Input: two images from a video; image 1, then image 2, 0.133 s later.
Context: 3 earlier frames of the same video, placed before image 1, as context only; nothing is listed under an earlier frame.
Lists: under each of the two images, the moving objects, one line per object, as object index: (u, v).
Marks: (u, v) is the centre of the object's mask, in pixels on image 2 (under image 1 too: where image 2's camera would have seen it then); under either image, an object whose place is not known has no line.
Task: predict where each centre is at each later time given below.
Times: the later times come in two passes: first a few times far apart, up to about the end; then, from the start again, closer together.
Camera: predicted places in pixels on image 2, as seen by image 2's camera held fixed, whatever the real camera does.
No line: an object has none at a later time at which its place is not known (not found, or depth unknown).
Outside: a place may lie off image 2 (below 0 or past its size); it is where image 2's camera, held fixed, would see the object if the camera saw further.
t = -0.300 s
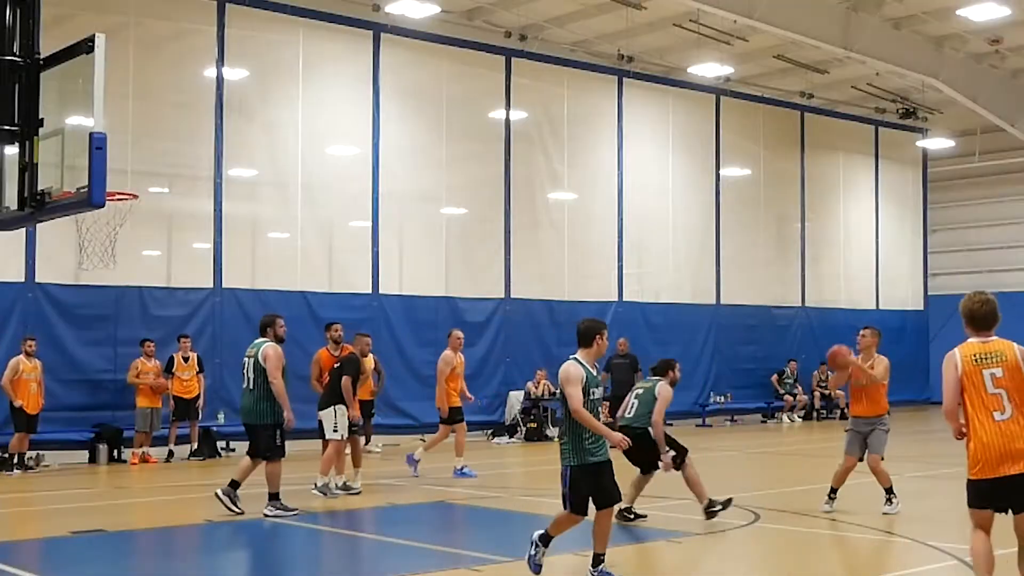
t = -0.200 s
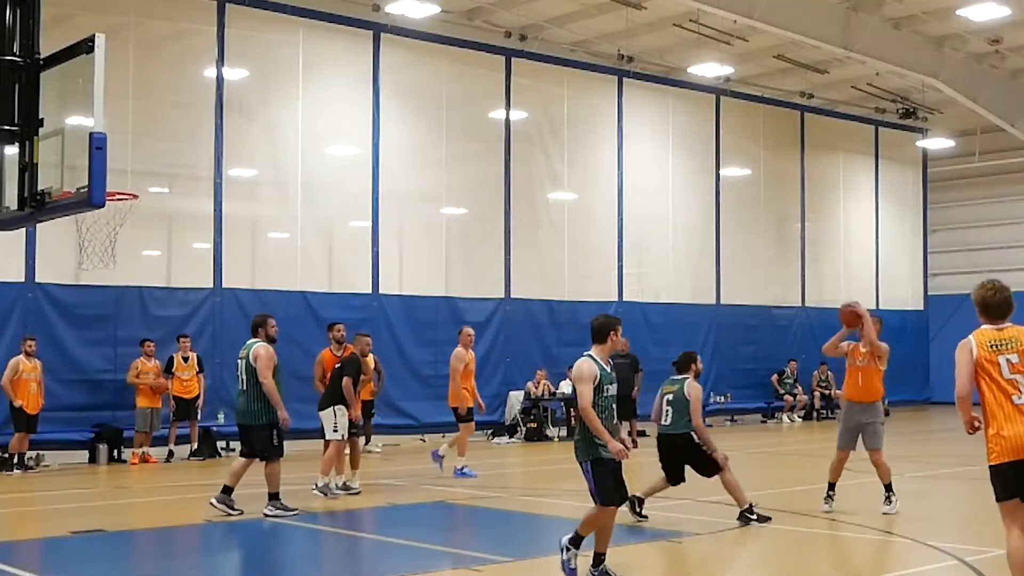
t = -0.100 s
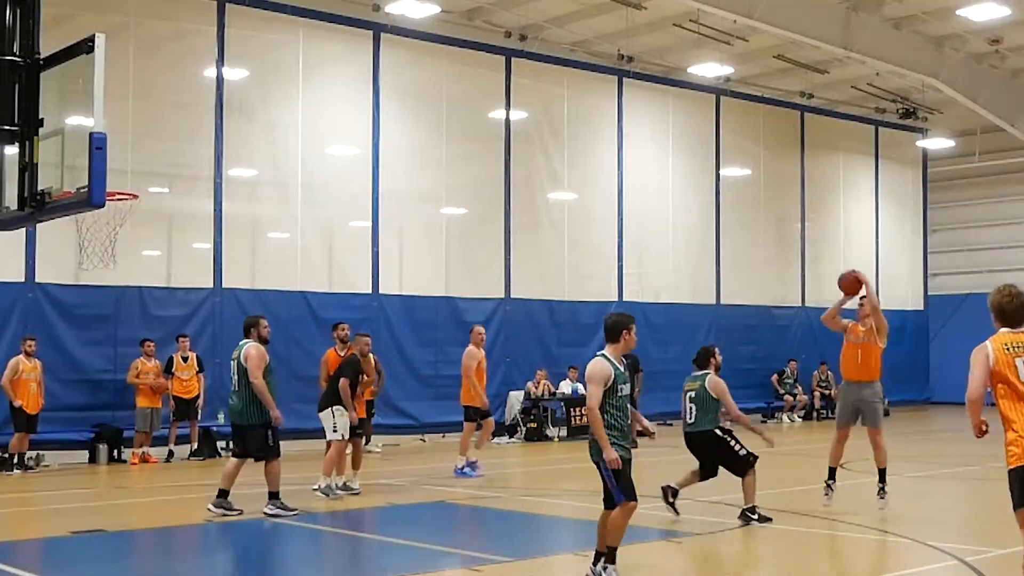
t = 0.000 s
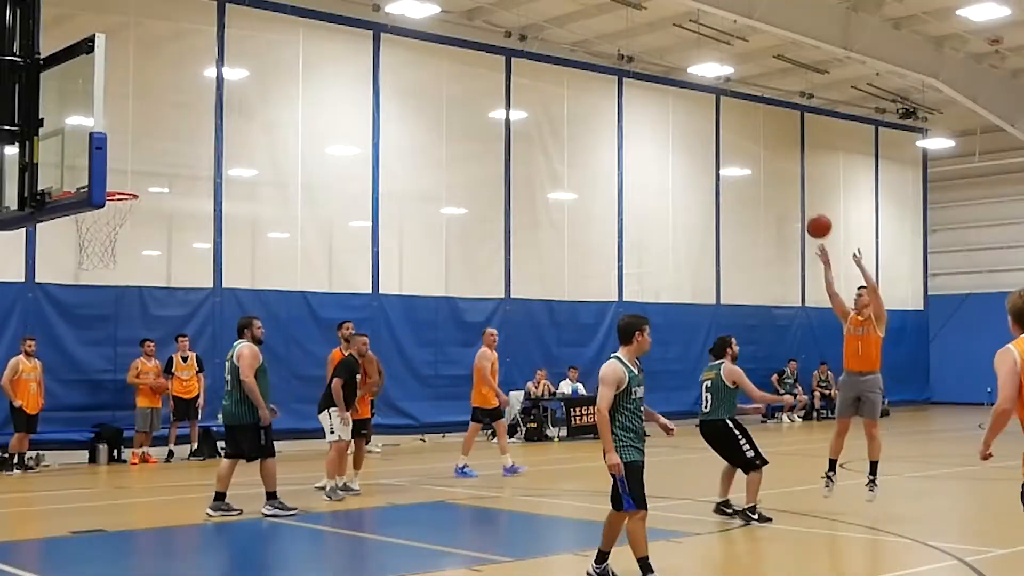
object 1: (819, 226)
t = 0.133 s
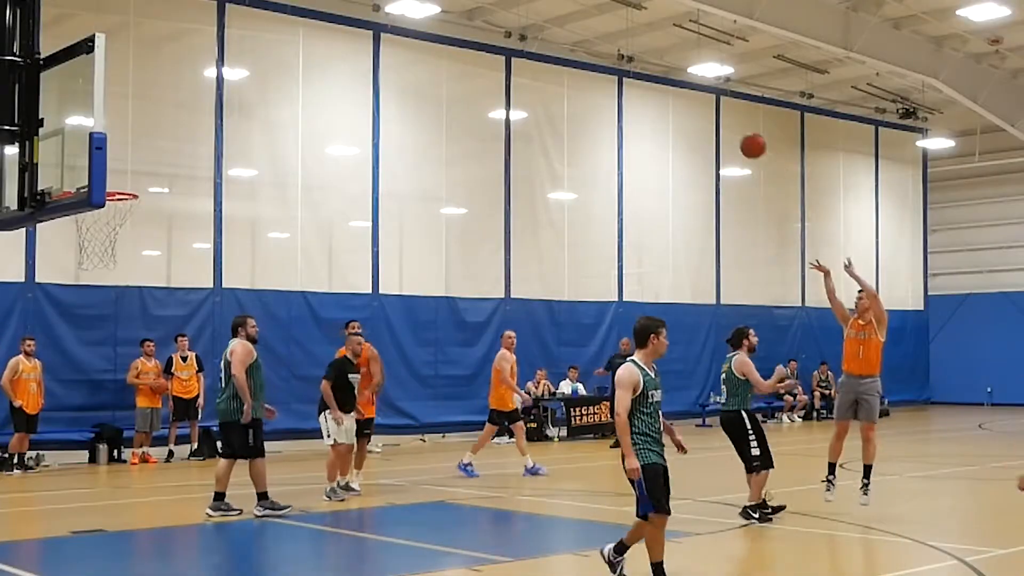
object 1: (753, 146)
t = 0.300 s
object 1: (667, 67)
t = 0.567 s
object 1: (521, 6)
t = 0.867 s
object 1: (340, 21)
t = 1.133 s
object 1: (162, 140)
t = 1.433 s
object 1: (20, 294)
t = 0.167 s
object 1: (736, 128)
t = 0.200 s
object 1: (719, 111)
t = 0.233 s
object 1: (702, 96)
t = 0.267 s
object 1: (684, 82)
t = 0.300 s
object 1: (667, 67)
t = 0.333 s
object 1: (650, 55)
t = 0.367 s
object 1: (632, 43)
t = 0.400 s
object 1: (614, 33)
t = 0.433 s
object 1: (596, 24)
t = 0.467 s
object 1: (578, 16)
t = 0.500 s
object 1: (560, 11)
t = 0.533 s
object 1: (541, 8)
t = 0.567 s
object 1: (521, 6)
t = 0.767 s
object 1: (402, 7)
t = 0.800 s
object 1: (382, 10)
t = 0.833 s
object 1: (362, 13)
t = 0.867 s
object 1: (340, 21)
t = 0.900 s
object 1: (319, 30)
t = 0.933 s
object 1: (298, 41)
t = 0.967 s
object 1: (276, 54)
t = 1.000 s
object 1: (254, 67)
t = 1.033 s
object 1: (231, 84)
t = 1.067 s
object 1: (209, 100)
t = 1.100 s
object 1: (185, 119)
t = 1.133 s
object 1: (162, 140)
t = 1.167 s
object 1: (138, 163)
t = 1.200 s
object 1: (119, 183)
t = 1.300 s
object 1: (58, 245)
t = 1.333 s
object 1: (49, 254)
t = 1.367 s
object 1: (39, 265)
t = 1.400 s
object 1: (30, 279)
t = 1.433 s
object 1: (20, 294)
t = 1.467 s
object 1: (13, 311)
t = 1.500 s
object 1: (7, 329)
